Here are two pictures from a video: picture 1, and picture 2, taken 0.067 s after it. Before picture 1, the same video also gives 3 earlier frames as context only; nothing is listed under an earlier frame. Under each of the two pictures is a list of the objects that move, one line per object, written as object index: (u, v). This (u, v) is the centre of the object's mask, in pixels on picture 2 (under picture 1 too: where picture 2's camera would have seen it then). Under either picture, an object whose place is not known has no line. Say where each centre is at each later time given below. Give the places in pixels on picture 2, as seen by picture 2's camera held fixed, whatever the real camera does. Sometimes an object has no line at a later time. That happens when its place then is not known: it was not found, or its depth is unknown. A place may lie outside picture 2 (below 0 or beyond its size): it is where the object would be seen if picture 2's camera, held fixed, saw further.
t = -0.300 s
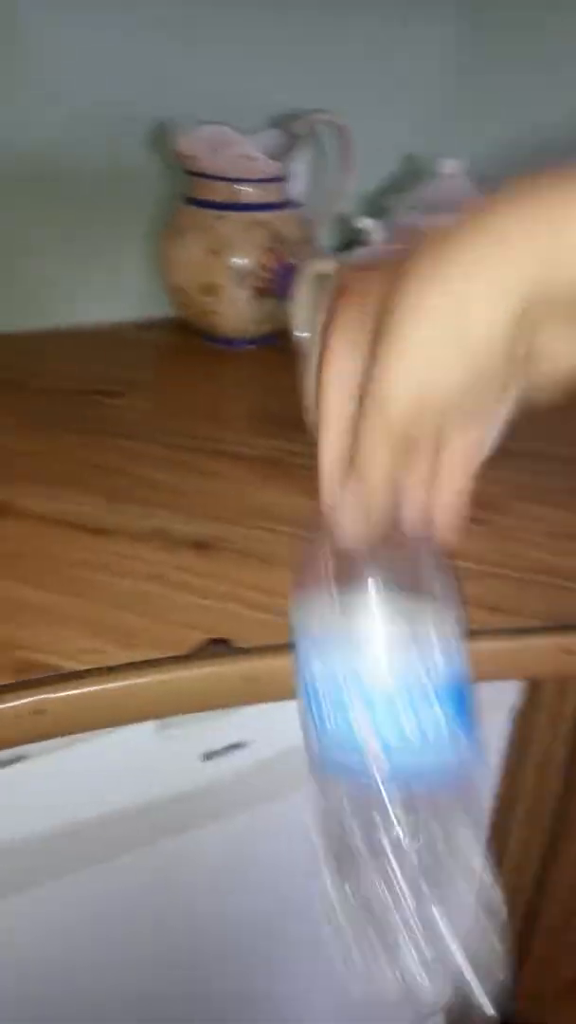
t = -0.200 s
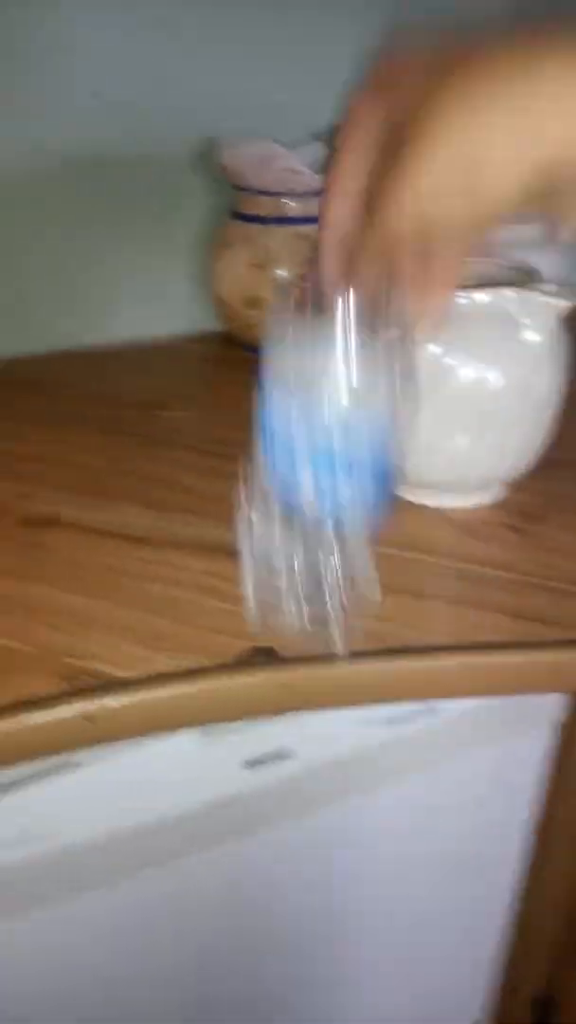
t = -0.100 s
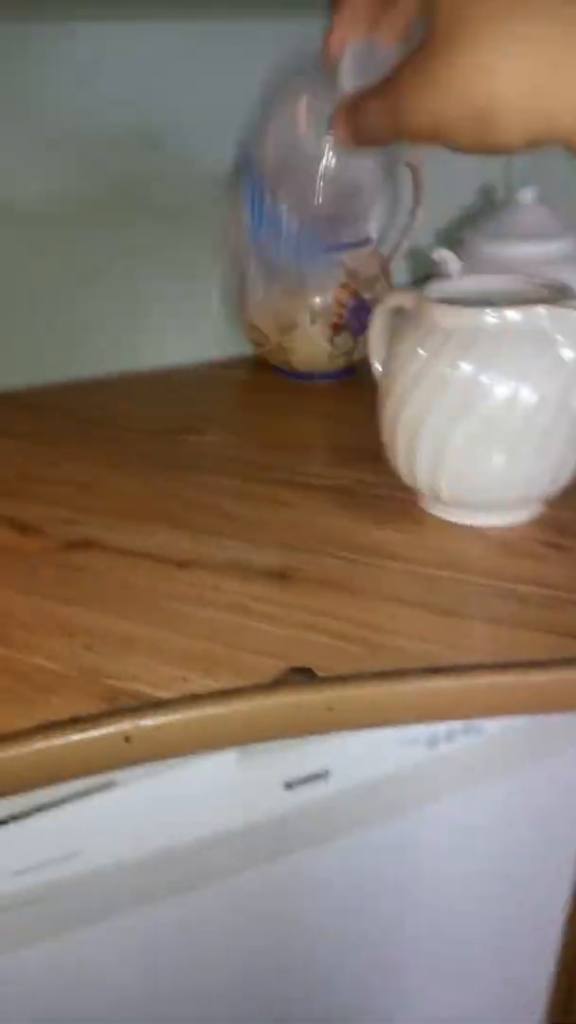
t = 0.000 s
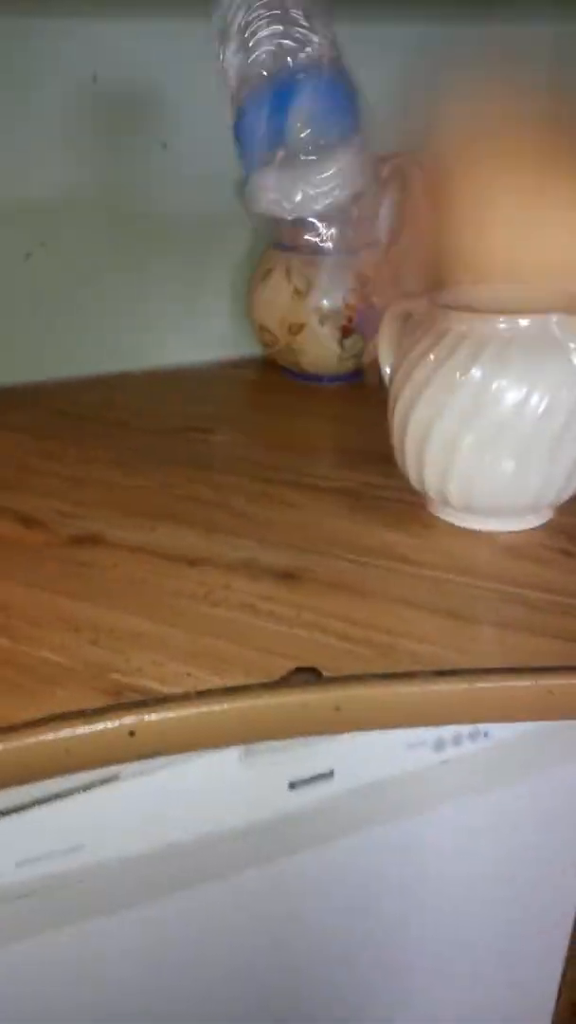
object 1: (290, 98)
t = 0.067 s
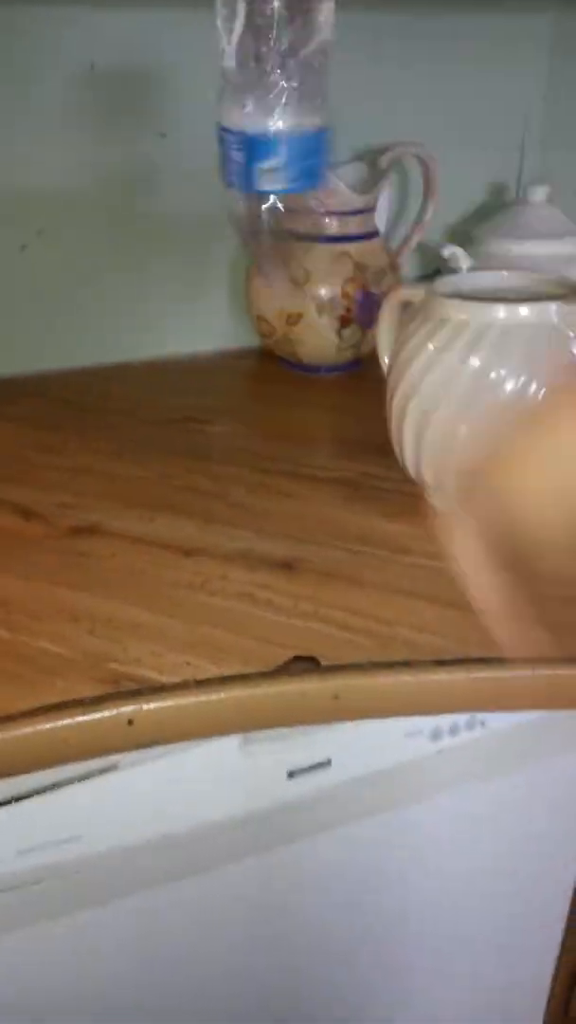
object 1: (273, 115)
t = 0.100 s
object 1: (271, 93)
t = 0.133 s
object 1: (275, 84)
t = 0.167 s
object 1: (278, 126)
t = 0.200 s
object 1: (270, 168)
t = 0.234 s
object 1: (268, 239)
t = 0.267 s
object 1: (275, 335)
